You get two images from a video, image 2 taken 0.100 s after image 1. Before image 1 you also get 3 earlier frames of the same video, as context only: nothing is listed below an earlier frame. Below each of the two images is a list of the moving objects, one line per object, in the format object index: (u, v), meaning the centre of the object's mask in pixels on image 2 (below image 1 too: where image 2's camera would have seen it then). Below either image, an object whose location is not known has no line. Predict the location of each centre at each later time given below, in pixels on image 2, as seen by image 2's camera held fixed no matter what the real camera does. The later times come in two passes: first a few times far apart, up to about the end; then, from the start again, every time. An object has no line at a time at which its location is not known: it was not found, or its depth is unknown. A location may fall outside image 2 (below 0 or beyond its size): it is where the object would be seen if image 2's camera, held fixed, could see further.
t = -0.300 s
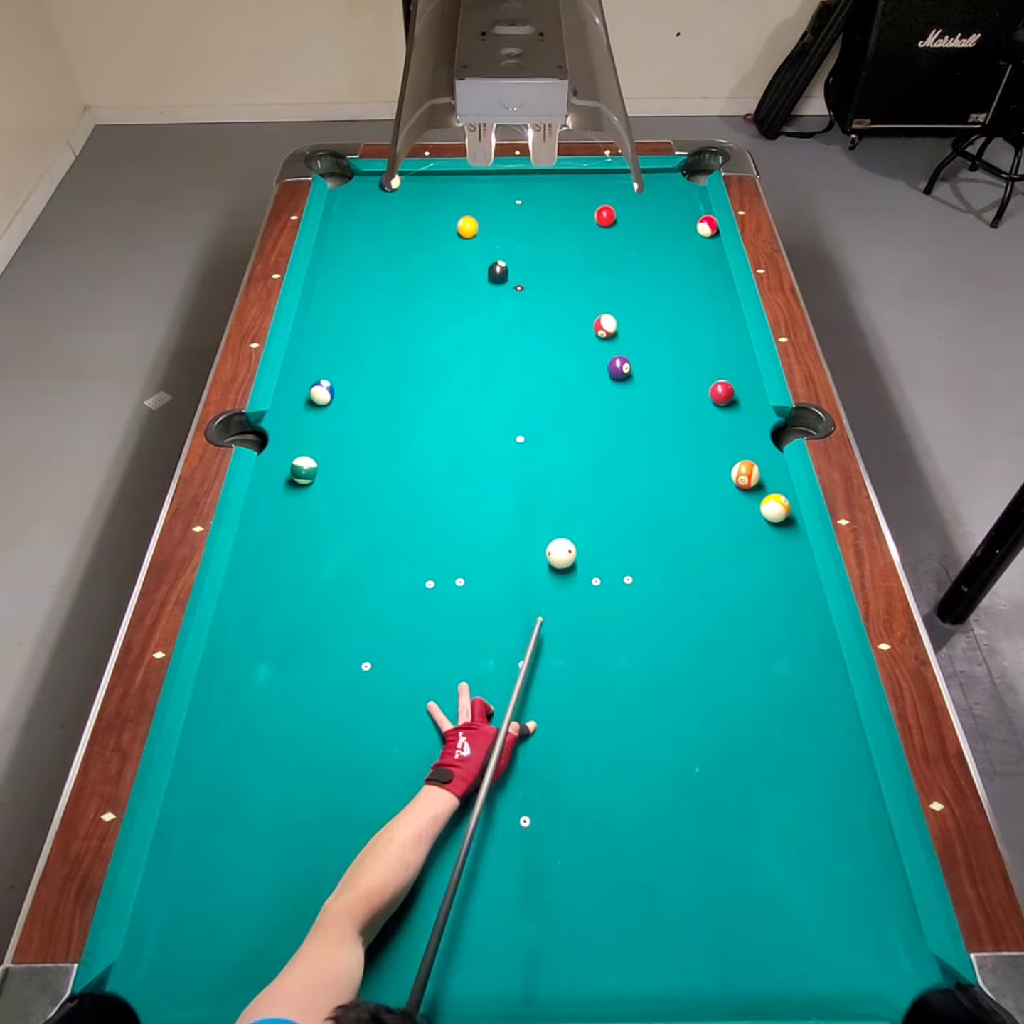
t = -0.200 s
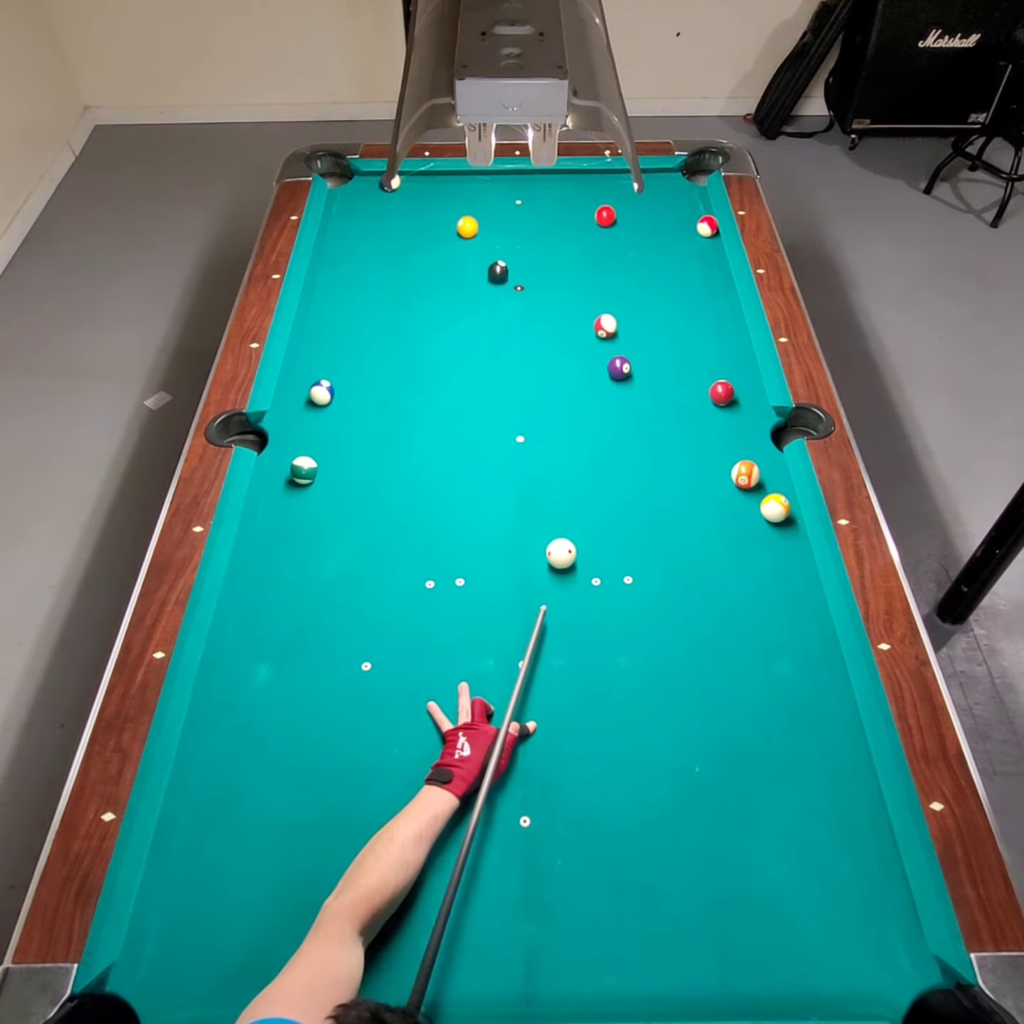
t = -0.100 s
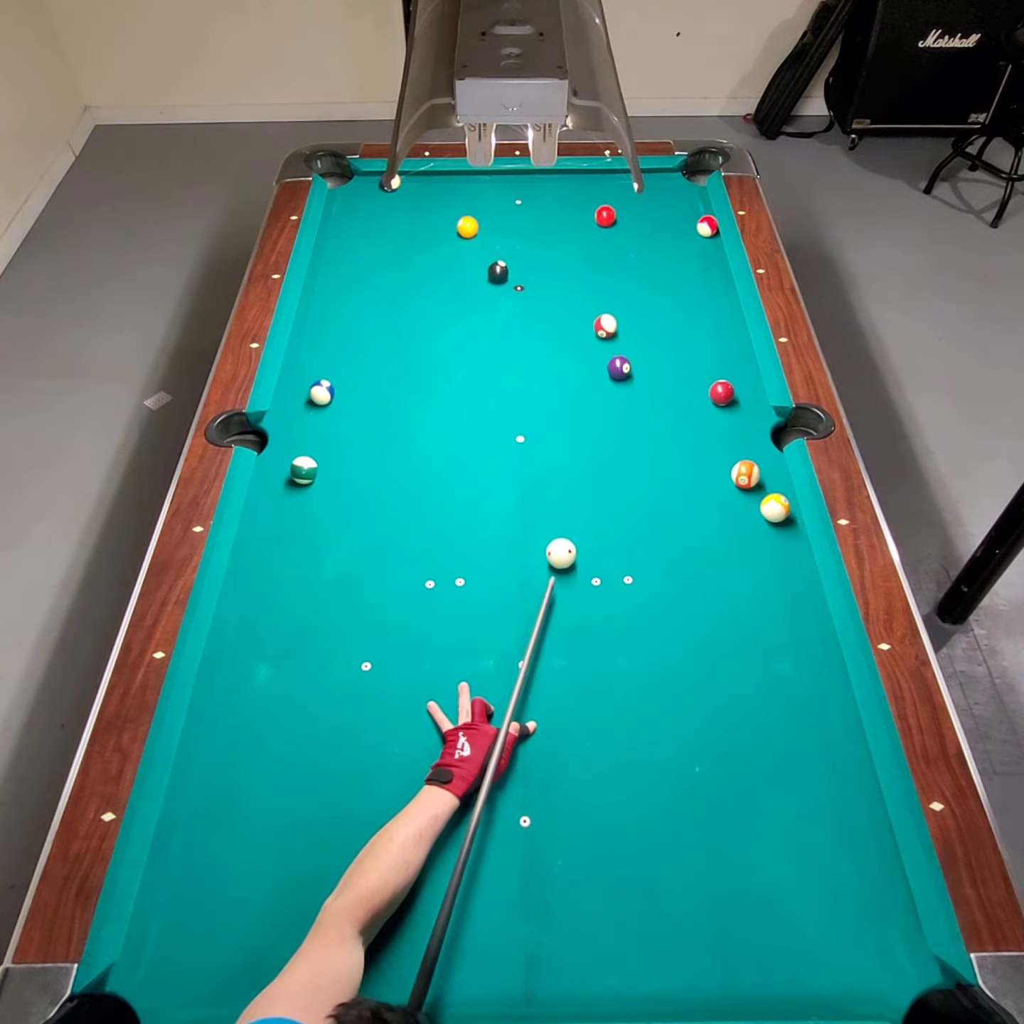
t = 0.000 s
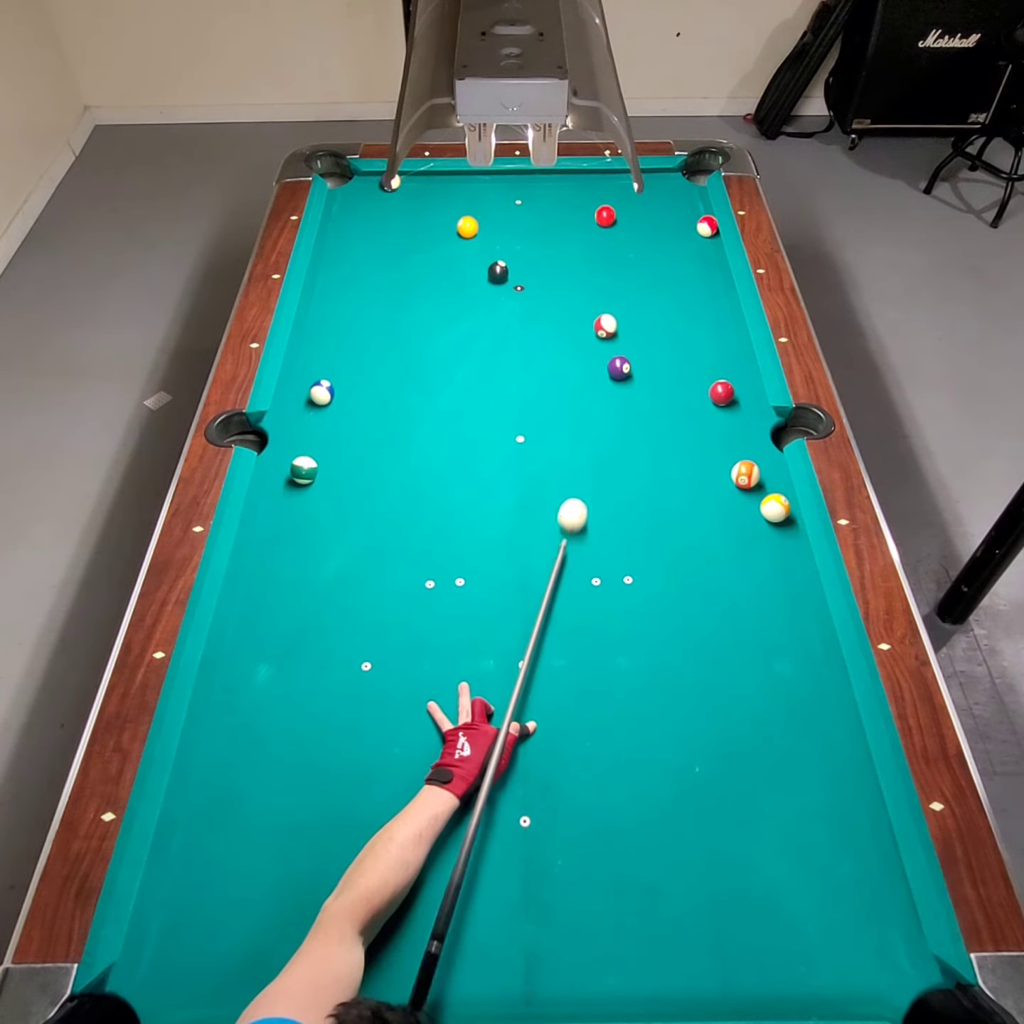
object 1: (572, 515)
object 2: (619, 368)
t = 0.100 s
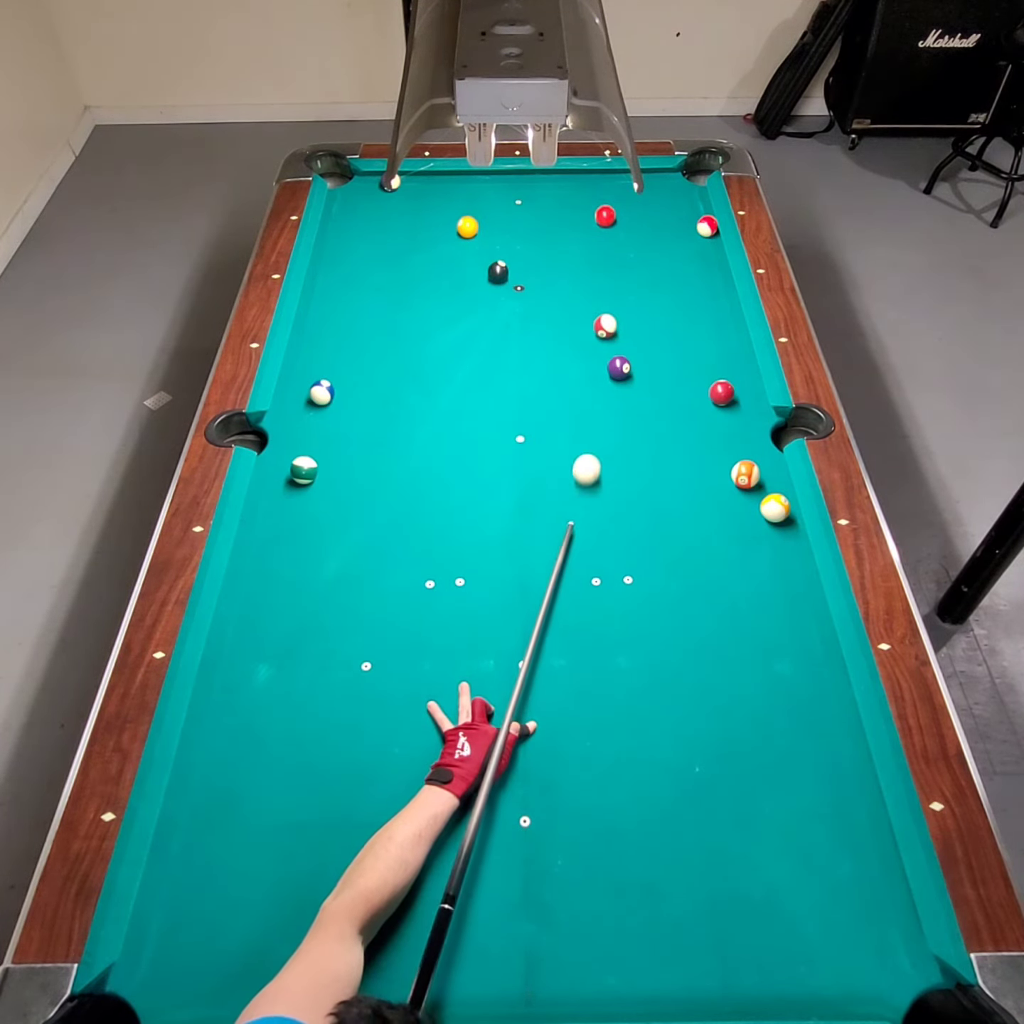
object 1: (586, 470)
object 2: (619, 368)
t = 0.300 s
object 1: (607, 400)
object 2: (619, 368)
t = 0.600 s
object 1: (613, 368)
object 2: (637, 319)
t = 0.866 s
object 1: (615, 351)
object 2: (651, 280)
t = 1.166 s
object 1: (618, 338)
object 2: (666, 242)
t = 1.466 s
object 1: (624, 333)
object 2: (679, 210)
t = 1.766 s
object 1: (627, 330)
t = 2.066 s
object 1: (627, 330)
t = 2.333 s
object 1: (627, 330)
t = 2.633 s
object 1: (627, 330)
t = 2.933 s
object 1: (627, 330)
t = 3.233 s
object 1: (627, 330)
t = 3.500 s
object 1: (627, 330)
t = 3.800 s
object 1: (627, 330)
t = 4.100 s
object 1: (627, 330)
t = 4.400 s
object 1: (627, 330)
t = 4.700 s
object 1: (627, 330)
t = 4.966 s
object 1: (627, 330)
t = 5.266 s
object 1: (627, 330)
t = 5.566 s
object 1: (627, 330)
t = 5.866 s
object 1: (627, 330)
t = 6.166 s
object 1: (627, 330)
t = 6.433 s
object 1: (627, 330)
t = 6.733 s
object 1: (627, 330)
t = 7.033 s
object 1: (627, 330)
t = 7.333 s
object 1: (627, 330)
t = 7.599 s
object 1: (627, 330)
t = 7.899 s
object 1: (627, 330)
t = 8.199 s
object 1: (627, 330)
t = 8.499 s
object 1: (627, 330)
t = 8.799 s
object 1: (627, 330)
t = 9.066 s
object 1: (627, 330)
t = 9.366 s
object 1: (627, 330)
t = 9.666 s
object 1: (627, 330)
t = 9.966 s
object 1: (627, 330)
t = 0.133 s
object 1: (590, 457)
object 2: (619, 368)
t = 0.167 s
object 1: (594, 445)
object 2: (619, 368)
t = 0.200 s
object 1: (598, 433)
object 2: (619, 368)
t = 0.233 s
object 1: (601, 422)
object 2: (619, 368)
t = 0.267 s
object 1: (604, 411)
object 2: (619, 368)
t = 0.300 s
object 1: (607, 400)
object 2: (619, 368)
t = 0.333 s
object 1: (611, 389)
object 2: (619, 367)
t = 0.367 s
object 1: (613, 382)
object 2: (621, 363)
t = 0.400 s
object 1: (612, 381)
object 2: (623, 357)
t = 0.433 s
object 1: (612, 380)
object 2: (627, 349)
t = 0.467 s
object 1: (612, 378)
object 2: (629, 342)
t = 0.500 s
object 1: (612, 375)
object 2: (632, 335)
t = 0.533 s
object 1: (613, 373)
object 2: (634, 330)
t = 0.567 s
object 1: (613, 370)
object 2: (636, 325)
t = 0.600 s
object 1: (613, 368)
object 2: (637, 319)
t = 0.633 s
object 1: (613, 366)
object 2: (639, 313)
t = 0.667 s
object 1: (613, 364)
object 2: (641, 309)
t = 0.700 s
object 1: (614, 361)
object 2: (643, 304)
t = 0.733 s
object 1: (614, 359)
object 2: (645, 299)
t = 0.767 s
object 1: (614, 357)
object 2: (647, 294)
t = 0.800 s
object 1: (614, 355)
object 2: (649, 289)
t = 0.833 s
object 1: (615, 353)
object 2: (650, 285)
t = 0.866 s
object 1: (615, 351)
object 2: (651, 280)
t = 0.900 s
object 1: (615, 350)
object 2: (653, 275)
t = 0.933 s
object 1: (615, 348)
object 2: (655, 271)
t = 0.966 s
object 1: (616, 346)
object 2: (657, 267)
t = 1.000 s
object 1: (616, 344)
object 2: (658, 263)
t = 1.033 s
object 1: (616, 343)
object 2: (660, 259)
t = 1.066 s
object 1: (616, 341)
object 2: (662, 255)
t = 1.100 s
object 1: (617, 340)
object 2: (663, 251)
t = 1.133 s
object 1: (617, 339)
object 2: (665, 247)
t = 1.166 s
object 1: (618, 338)
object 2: (666, 242)
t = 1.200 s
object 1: (619, 337)
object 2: (668, 238)
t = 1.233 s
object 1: (620, 337)
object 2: (670, 235)
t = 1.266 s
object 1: (620, 336)
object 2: (671, 231)
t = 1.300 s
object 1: (621, 336)
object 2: (672, 228)
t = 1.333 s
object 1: (622, 335)
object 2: (674, 224)
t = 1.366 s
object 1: (623, 335)
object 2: (675, 221)
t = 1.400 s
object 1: (623, 334)
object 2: (676, 217)
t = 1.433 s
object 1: (624, 334)
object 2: (678, 214)
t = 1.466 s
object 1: (624, 333)
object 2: (679, 210)
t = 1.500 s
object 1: (624, 333)
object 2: (680, 207)
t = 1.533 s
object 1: (625, 332)
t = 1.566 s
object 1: (625, 332)
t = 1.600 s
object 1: (625, 332)
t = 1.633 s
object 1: (626, 331)
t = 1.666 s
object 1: (626, 331)
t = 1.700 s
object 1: (626, 331)
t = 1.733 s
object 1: (626, 331)
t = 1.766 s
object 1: (627, 330)
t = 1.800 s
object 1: (627, 330)
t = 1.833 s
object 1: (627, 330)
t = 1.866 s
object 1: (627, 330)
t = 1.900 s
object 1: (627, 330)
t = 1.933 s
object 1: (627, 330)
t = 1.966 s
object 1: (627, 330)
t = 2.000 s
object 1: (627, 330)
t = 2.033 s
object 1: (627, 330)
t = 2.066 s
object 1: (627, 330)
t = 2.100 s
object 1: (627, 330)
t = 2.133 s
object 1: (627, 330)
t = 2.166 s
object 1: (627, 330)
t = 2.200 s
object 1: (627, 330)
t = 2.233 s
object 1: (627, 330)
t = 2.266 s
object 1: (627, 330)
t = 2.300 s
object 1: (627, 330)
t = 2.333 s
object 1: (627, 330)
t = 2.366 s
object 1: (627, 330)
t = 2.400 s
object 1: (627, 330)
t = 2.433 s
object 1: (627, 330)
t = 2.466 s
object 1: (627, 330)
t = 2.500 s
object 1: (627, 330)
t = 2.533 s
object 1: (627, 330)
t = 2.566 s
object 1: (627, 330)
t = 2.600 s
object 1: (627, 330)
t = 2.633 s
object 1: (627, 330)
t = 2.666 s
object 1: (627, 330)
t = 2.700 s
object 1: (627, 330)
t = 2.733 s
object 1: (627, 330)
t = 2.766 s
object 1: (627, 330)
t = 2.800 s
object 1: (627, 330)
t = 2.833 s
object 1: (627, 330)
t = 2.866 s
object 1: (627, 330)
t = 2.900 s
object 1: (627, 330)
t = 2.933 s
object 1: (627, 330)
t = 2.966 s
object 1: (627, 330)
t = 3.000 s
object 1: (627, 330)
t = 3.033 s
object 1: (627, 330)
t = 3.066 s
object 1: (627, 330)
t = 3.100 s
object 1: (627, 330)
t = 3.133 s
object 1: (627, 330)
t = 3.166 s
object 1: (627, 330)
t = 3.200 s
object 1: (627, 330)
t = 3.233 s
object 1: (627, 330)
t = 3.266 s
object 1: (627, 330)
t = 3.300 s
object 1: (627, 330)
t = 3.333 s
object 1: (627, 330)
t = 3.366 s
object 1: (627, 330)
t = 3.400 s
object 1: (627, 330)
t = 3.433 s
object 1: (627, 330)
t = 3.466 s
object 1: (627, 330)
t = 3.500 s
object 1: (627, 330)
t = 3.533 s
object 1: (627, 330)
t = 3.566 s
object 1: (627, 330)
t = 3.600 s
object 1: (627, 330)
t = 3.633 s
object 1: (627, 330)
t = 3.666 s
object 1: (627, 330)
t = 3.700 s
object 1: (627, 330)
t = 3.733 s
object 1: (627, 330)
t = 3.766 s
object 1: (627, 330)
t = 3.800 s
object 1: (627, 330)
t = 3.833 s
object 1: (627, 330)
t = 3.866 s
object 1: (627, 330)
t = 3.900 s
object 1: (627, 330)
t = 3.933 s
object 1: (627, 330)
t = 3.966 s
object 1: (627, 330)
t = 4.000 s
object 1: (627, 330)
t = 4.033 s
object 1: (627, 330)
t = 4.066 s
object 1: (627, 330)
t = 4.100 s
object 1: (627, 330)
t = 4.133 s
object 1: (627, 330)
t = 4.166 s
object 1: (627, 330)
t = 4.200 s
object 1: (627, 330)
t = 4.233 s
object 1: (627, 330)
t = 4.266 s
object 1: (627, 330)
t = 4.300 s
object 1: (627, 330)
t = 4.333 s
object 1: (627, 330)
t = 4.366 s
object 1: (627, 330)
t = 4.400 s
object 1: (627, 330)
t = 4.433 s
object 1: (627, 330)
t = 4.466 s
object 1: (627, 330)
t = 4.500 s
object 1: (627, 330)
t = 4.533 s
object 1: (627, 330)
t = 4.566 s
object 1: (627, 330)
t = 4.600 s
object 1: (627, 330)
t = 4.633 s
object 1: (627, 330)
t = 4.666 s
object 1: (627, 330)
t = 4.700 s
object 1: (627, 330)
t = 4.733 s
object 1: (627, 330)
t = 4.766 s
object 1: (627, 330)
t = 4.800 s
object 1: (627, 330)
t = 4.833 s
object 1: (627, 330)
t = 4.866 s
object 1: (627, 330)
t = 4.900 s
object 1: (627, 330)
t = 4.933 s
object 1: (627, 330)
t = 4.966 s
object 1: (627, 330)
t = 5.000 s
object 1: (627, 330)
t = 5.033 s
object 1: (627, 330)
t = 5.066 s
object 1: (627, 330)
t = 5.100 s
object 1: (627, 330)
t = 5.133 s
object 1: (627, 330)
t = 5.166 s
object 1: (627, 330)
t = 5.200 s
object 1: (627, 330)
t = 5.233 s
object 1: (627, 330)
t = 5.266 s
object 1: (627, 330)
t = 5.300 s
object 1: (627, 330)
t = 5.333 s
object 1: (627, 330)
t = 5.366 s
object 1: (627, 330)
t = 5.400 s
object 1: (627, 330)
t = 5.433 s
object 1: (627, 330)
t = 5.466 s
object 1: (627, 330)
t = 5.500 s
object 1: (627, 330)
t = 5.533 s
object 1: (627, 330)
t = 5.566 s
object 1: (627, 330)
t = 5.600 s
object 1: (627, 330)
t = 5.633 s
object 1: (627, 330)
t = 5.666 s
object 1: (627, 330)
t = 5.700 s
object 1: (627, 330)
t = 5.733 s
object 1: (627, 330)
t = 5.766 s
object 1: (627, 330)
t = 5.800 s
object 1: (627, 330)
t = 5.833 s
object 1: (627, 330)
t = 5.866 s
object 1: (627, 330)
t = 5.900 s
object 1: (627, 330)
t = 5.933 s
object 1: (627, 330)
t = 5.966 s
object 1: (627, 330)
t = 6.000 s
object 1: (627, 330)
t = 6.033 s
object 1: (627, 330)
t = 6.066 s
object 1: (627, 330)
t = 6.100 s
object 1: (627, 330)
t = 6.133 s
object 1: (627, 330)
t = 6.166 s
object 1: (627, 330)
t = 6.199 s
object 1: (627, 330)
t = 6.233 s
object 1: (627, 330)
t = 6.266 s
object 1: (627, 330)
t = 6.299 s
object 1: (627, 330)
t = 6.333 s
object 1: (627, 330)
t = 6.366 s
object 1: (627, 330)
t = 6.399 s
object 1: (627, 330)
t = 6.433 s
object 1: (627, 330)
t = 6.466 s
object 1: (627, 330)
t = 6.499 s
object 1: (627, 330)
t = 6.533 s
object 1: (627, 330)
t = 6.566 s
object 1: (627, 330)
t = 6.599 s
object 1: (627, 330)
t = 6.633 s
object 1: (627, 330)
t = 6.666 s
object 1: (627, 330)
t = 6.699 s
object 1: (627, 330)
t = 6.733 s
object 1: (627, 330)
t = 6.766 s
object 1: (627, 330)
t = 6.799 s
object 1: (627, 330)
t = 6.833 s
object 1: (627, 330)
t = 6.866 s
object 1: (627, 330)
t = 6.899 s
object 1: (627, 330)
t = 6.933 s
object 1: (627, 330)
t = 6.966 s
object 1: (627, 330)
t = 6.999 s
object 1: (627, 330)
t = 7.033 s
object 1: (627, 330)
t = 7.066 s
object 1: (627, 330)
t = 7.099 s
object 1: (627, 330)
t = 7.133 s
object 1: (627, 330)
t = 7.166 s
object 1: (627, 330)
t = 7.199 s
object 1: (627, 330)
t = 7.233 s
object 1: (627, 330)
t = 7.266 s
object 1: (627, 330)
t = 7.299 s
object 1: (627, 330)
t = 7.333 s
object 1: (627, 330)
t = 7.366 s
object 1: (627, 330)
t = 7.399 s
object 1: (627, 330)
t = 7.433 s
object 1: (627, 330)
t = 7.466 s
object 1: (627, 330)
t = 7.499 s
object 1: (627, 330)
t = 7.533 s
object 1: (627, 330)
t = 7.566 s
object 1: (627, 330)
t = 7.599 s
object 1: (627, 330)
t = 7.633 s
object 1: (627, 330)
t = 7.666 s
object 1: (627, 330)
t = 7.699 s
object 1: (627, 330)
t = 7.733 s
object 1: (627, 330)
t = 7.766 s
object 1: (627, 330)
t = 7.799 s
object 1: (627, 330)
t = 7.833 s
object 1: (627, 330)
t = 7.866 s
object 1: (627, 330)
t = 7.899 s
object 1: (627, 330)
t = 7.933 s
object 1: (627, 330)
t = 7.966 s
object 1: (627, 330)
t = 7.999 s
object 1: (627, 330)
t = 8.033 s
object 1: (627, 330)
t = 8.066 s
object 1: (627, 330)
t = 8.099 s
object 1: (627, 330)
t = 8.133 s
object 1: (627, 330)
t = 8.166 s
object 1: (627, 330)
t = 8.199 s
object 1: (627, 330)
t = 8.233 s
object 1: (627, 330)
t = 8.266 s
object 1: (627, 330)
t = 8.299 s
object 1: (627, 330)
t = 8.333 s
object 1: (627, 330)
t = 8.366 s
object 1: (627, 330)
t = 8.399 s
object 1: (627, 330)
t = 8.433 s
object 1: (627, 330)
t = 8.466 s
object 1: (627, 330)
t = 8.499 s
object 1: (627, 330)
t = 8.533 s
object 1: (627, 330)
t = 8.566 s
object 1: (627, 330)
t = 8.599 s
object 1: (627, 330)
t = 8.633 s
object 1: (627, 330)
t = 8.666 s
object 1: (627, 330)
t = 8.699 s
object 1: (627, 330)
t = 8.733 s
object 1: (627, 330)
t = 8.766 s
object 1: (627, 330)
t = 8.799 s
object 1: (627, 330)
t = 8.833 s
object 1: (627, 330)
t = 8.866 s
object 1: (627, 330)
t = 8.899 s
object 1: (627, 330)
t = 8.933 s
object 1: (627, 330)
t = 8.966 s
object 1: (627, 330)
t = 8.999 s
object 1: (627, 330)
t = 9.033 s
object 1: (627, 330)
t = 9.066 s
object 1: (627, 330)
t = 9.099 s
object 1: (627, 330)
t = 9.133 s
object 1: (627, 330)
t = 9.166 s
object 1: (627, 330)
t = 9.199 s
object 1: (627, 330)
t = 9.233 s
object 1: (627, 330)
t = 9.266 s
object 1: (627, 330)
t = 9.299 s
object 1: (627, 330)
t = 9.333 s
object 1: (627, 330)
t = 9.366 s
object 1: (627, 330)
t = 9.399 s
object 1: (627, 330)
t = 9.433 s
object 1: (627, 330)
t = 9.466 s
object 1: (627, 330)
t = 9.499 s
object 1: (627, 330)
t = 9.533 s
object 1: (627, 330)
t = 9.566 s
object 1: (627, 330)
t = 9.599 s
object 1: (627, 330)
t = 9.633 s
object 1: (627, 330)
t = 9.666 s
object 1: (627, 330)
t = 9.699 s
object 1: (627, 330)
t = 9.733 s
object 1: (627, 330)
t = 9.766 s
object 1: (627, 330)
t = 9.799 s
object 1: (627, 330)
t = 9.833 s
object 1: (627, 330)
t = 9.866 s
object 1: (627, 330)
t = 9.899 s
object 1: (627, 330)
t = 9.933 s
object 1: (627, 330)
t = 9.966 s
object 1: (627, 330)
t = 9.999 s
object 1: (627, 330)
